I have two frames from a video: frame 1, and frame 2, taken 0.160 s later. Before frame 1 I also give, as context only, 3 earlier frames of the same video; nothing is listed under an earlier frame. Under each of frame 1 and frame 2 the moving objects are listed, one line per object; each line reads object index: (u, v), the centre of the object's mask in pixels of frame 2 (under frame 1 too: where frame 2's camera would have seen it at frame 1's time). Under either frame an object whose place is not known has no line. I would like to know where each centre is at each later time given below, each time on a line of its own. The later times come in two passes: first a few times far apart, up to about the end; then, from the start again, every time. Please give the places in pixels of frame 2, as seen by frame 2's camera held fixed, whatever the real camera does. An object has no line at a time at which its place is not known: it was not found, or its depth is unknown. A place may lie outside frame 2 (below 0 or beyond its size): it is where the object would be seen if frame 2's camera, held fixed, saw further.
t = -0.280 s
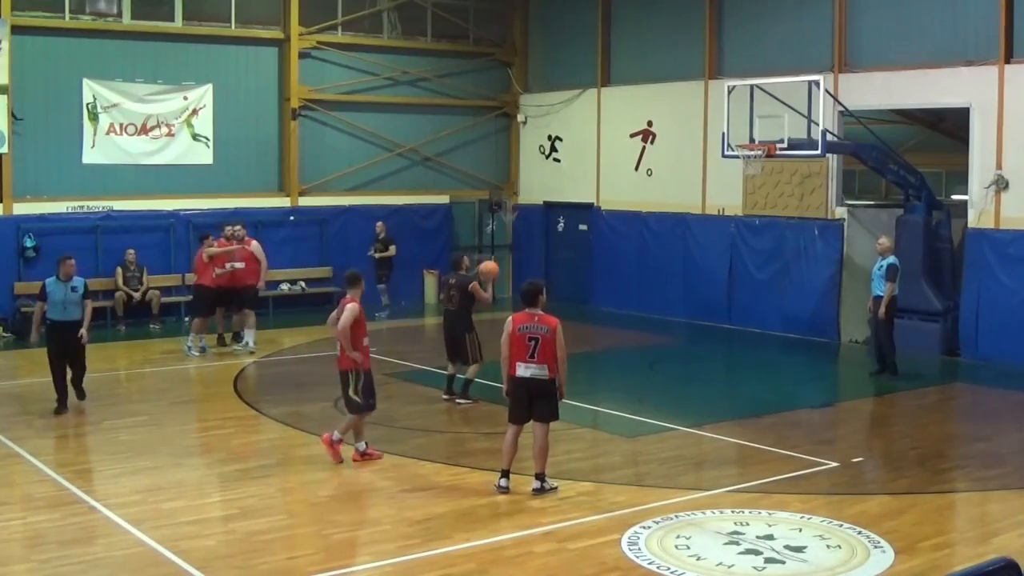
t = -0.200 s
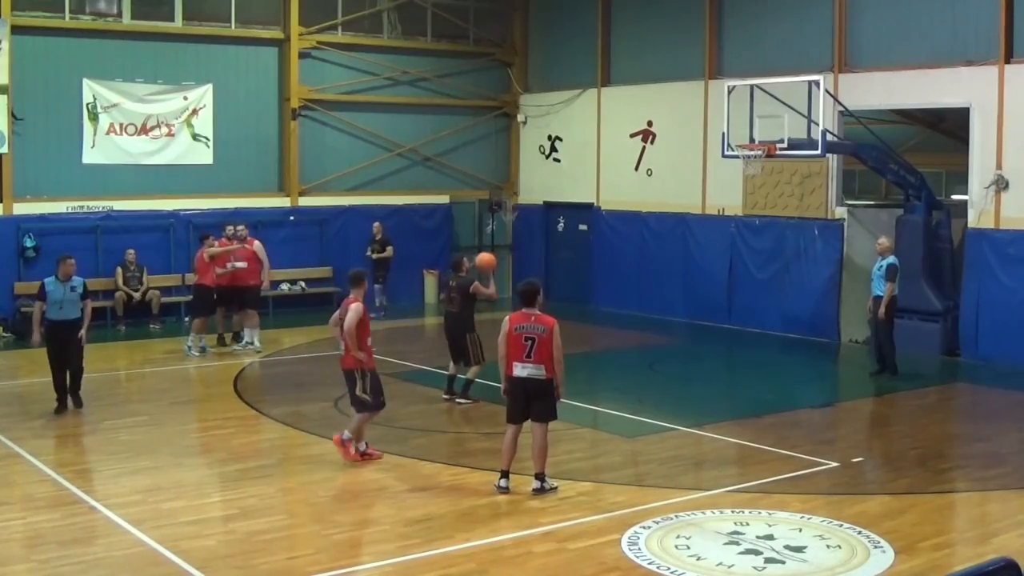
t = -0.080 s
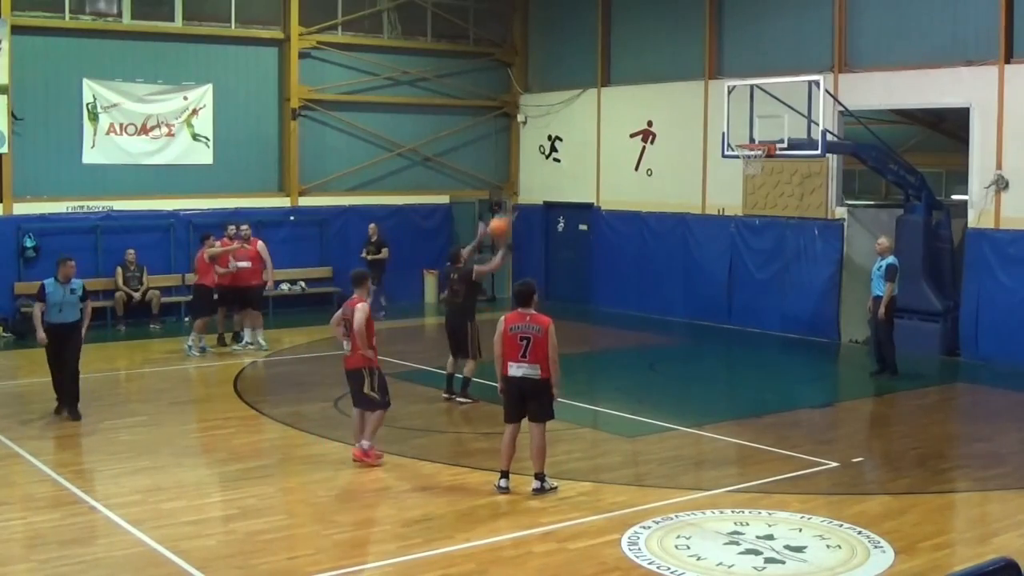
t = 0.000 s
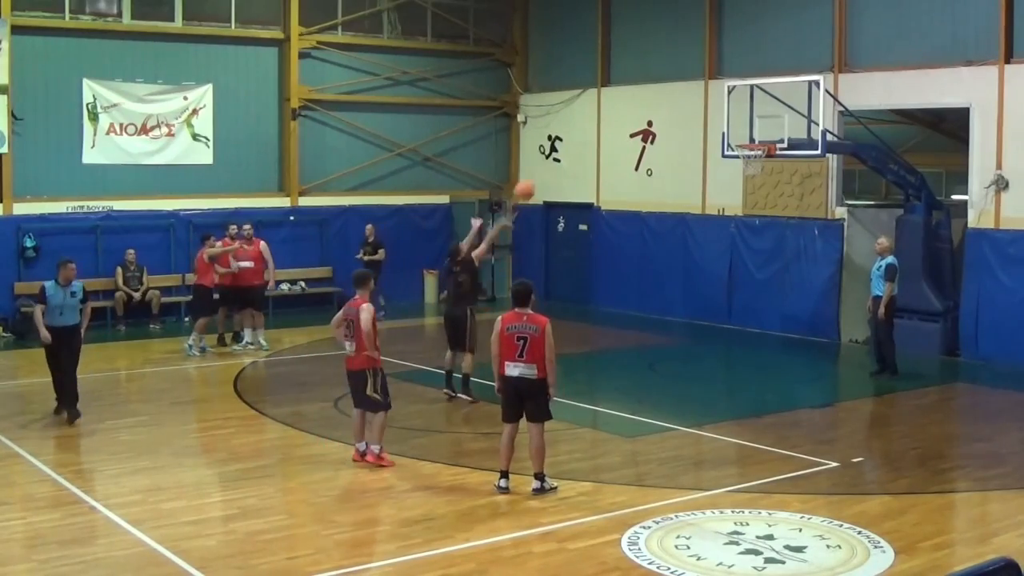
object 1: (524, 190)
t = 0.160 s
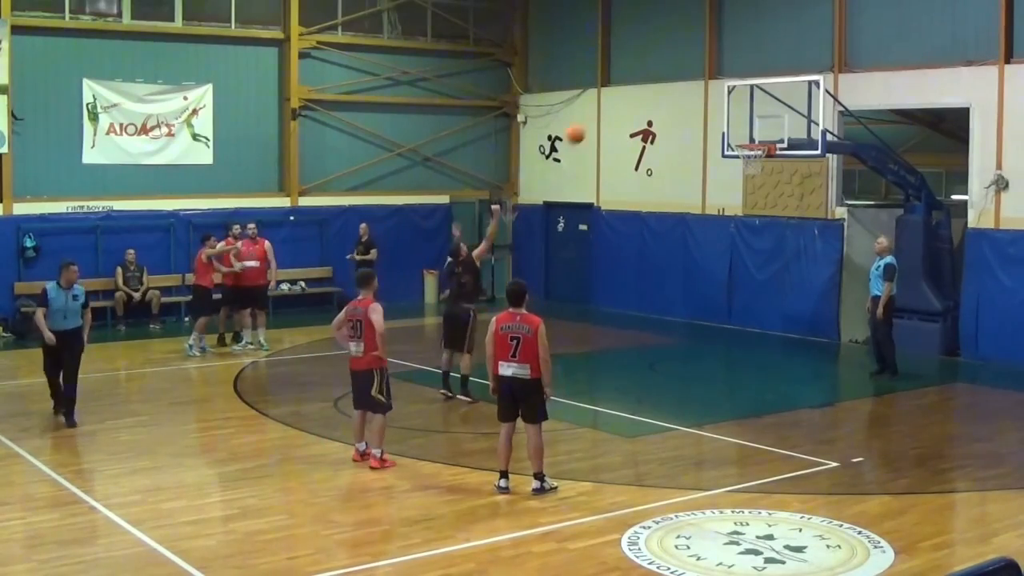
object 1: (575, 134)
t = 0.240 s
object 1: (599, 114)
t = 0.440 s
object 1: (655, 88)
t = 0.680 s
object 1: (715, 98)
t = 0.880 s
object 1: (762, 136)
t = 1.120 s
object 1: (750, 131)
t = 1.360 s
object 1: (716, 152)
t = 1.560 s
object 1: (689, 201)
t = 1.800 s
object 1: (655, 292)
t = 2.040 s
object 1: (631, 310)
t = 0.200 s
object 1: (587, 124)
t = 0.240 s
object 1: (599, 114)
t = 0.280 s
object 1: (611, 106)
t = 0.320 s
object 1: (622, 99)
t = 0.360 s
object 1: (633, 94)
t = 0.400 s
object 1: (644, 91)
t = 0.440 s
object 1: (655, 88)
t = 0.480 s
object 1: (666, 86)
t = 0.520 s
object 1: (676, 86)
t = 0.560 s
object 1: (686, 87)
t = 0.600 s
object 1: (696, 90)
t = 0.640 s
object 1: (706, 94)
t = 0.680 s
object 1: (715, 98)
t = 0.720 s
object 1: (725, 104)
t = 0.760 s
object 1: (736, 110)
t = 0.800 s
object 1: (744, 118)
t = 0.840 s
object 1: (753, 127)
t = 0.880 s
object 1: (762, 136)
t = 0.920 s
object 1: (762, 134)
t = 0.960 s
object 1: (762, 132)
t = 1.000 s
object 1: (762, 132)
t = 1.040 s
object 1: (761, 132)
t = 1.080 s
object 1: (756, 130)
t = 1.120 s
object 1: (750, 131)
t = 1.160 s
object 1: (745, 132)
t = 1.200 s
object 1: (739, 133)
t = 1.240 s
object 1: (734, 136)
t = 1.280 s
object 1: (728, 140)
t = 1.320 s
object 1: (722, 146)
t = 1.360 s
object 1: (716, 152)
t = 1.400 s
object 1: (710, 161)
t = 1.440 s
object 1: (705, 169)
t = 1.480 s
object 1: (700, 179)
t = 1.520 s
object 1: (694, 190)
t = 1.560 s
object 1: (689, 201)
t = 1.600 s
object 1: (683, 213)
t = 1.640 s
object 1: (677, 227)
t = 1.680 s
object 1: (672, 242)
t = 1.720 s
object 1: (667, 258)
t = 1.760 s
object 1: (661, 275)
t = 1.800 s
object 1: (655, 292)
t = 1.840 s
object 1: (650, 311)
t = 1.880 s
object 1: (644, 330)
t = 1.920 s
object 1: (640, 350)
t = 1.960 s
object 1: (636, 337)
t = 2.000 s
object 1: (634, 324)
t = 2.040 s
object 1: (631, 310)
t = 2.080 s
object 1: (628, 298)
